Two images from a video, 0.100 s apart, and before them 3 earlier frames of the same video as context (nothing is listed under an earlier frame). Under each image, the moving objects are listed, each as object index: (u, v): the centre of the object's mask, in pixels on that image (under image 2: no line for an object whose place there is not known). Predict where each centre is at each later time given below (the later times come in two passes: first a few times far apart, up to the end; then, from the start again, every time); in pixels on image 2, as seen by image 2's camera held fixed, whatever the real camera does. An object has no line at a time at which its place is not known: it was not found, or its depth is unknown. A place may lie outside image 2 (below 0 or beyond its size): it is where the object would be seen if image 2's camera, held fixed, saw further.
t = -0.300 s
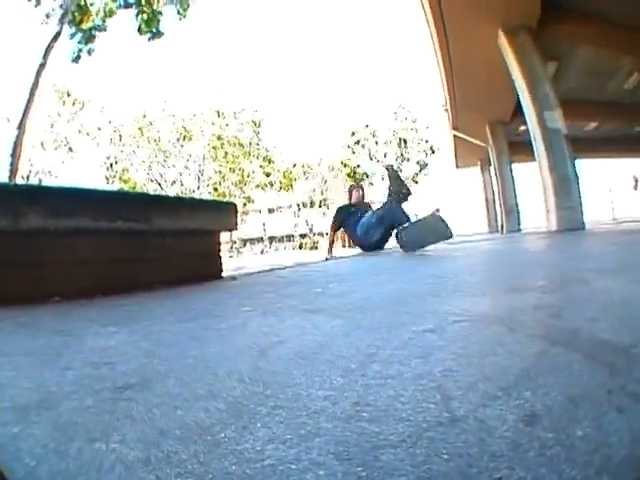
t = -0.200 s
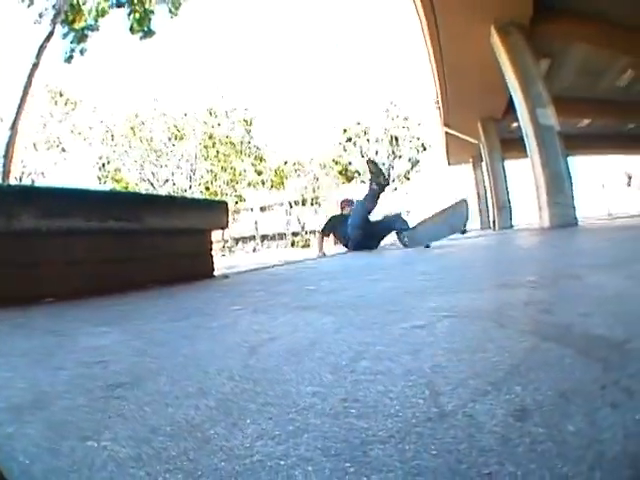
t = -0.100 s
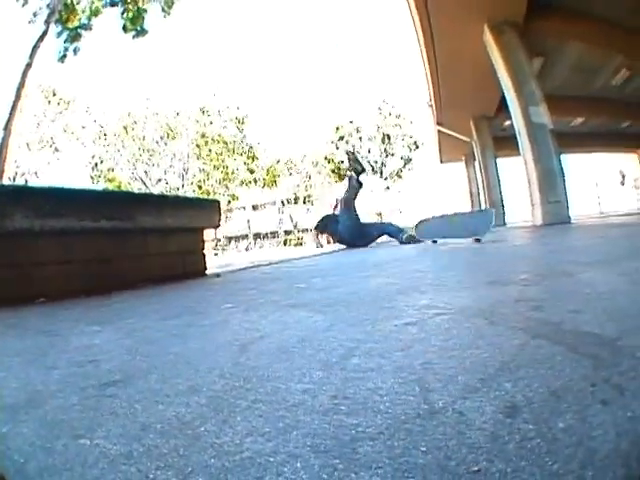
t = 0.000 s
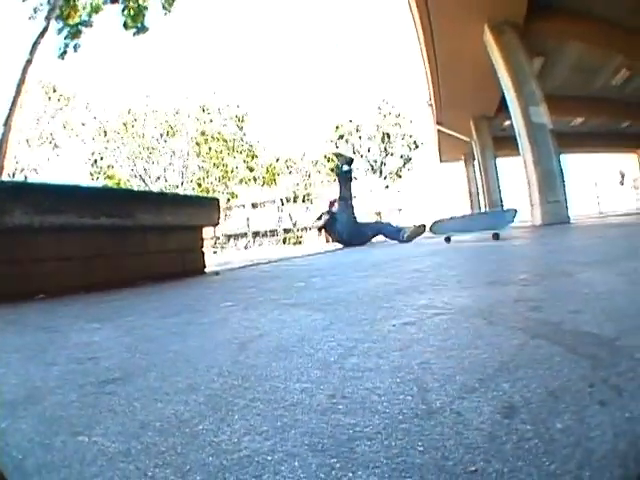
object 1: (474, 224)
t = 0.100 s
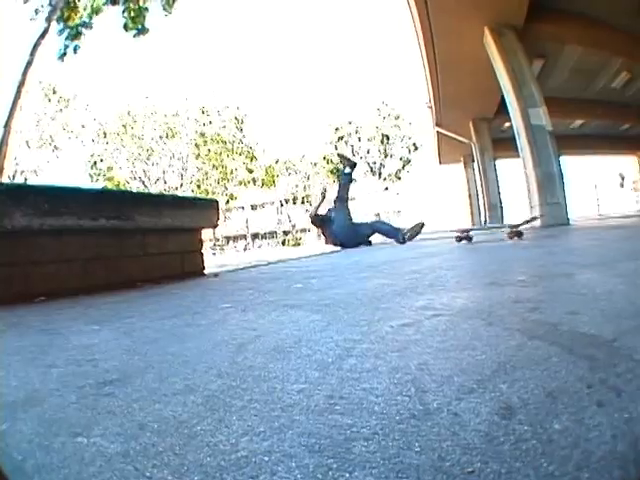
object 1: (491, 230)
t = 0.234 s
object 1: (507, 228)
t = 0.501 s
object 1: (532, 228)
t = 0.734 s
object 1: (556, 225)
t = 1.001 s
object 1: (580, 221)
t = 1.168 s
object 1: (595, 219)
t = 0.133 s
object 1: (497, 228)
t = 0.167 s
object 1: (500, 227)
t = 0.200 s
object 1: (502, 227)
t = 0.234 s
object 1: (507, 228)
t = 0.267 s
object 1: (511, 228)
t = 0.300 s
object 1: (515, 228)
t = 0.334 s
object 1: (518, 228)
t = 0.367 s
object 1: (522, 228)
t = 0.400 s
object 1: (526, 228)
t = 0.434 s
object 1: (527, 228)
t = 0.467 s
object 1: (528, 228)
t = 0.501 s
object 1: (532, 228)
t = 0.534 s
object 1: (536, 227)
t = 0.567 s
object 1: (539, 227)
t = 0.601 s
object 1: (542, 226)
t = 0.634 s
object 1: (546, 226)
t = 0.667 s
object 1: (547, 225)
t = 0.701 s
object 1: (553, 225)
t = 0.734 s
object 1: (556, 225)
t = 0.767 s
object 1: (560, 224)
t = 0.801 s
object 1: (565, 223)
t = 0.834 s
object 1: (565, 223)
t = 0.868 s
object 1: (569, 223)
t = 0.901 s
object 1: (572, 222)
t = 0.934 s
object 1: (574, 222)
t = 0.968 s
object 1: (577, 221)
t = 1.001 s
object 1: (580, 221)
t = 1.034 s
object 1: (585, 220)
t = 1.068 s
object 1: (587, 220)
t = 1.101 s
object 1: (590, 219)
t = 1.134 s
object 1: (591, 220)
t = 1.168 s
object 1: (595, 219)
